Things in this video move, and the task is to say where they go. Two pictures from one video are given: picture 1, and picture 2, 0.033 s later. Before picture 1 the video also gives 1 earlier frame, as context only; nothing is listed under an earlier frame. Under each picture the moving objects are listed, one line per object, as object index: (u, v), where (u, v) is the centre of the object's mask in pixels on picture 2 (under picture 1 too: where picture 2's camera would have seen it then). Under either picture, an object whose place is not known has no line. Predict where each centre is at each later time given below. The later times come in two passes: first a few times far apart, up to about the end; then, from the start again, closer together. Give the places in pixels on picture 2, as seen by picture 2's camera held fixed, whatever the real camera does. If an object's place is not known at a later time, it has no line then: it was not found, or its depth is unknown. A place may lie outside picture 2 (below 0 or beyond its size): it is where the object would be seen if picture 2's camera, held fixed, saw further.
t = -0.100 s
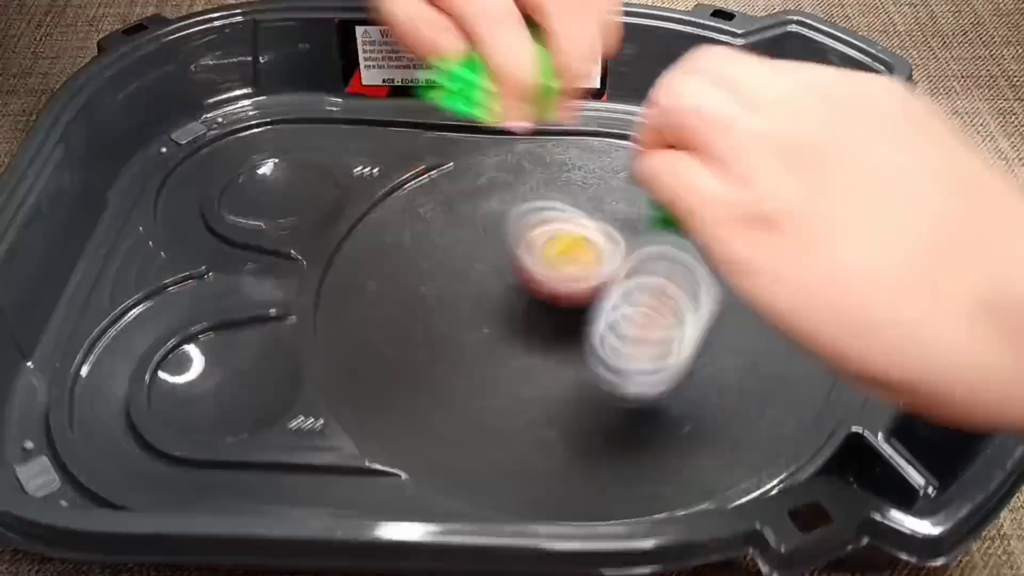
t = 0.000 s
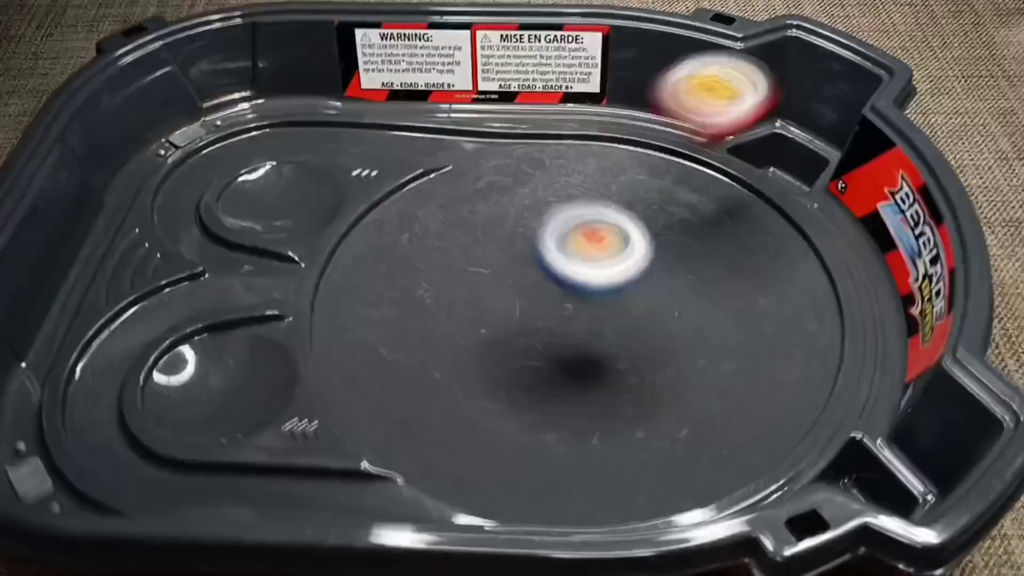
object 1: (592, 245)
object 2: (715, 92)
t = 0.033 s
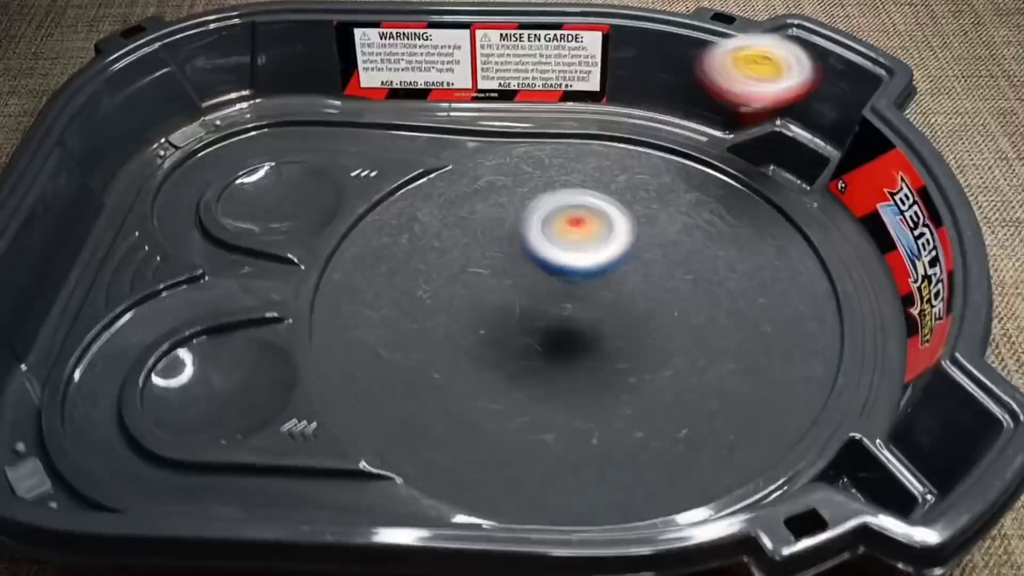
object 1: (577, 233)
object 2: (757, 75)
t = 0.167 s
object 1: (521, 223)
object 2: (787, 131)
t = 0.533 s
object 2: (793, 144)
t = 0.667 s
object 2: (788, 140)
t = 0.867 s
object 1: (806, 203)
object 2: (789, 136)
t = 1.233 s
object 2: (796, 143)
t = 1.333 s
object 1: (654, 395)
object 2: (788, 141)
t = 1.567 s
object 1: (721, 189)
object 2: (792, 140)
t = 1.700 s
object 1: (561, 122)
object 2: (778, 139)
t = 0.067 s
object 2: (797, 68)
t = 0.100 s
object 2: (799, 81)
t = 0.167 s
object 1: (521, 223)
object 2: (787, 131)
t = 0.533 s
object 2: (793, 144)
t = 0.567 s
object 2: (794, 145)
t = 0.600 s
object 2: (792, 143)
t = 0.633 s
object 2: (790, 141)
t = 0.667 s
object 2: (788, 140)
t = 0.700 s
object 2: (784, 138)
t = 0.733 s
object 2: (786, 138)
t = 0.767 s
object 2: (786, 138)
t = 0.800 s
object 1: (829, 294)
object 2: (789, 140)
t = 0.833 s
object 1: (825, 249)
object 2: (793, 143)
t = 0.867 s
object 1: (806, 203)
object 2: (789, 136)
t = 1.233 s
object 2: (796, 143)
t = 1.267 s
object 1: (542, 435)
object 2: (786, 139)
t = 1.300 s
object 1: (602, 416)
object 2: (785, 137)
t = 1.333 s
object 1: (654, 395)
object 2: (788, 141)
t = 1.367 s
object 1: (702, 369)
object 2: (794, 143)
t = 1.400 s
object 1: (731, 341)
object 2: (790, 143)
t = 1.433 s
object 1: (751, 310)
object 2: (789, 139)
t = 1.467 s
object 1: (760, 278)
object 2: (790, 138)
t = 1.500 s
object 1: (756, 246)
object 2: (789, 140)
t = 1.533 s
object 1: (743, 217)
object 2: (786, 138)
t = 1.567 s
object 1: (721, 189)
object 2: (792, 140)
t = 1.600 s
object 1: (689, 165)
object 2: (785, 140)
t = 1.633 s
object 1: (653, 146)
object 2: (789, 143)
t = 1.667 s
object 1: (610, 130)
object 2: (785, 142)
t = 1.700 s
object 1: (561, 122)
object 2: (778, 139)
